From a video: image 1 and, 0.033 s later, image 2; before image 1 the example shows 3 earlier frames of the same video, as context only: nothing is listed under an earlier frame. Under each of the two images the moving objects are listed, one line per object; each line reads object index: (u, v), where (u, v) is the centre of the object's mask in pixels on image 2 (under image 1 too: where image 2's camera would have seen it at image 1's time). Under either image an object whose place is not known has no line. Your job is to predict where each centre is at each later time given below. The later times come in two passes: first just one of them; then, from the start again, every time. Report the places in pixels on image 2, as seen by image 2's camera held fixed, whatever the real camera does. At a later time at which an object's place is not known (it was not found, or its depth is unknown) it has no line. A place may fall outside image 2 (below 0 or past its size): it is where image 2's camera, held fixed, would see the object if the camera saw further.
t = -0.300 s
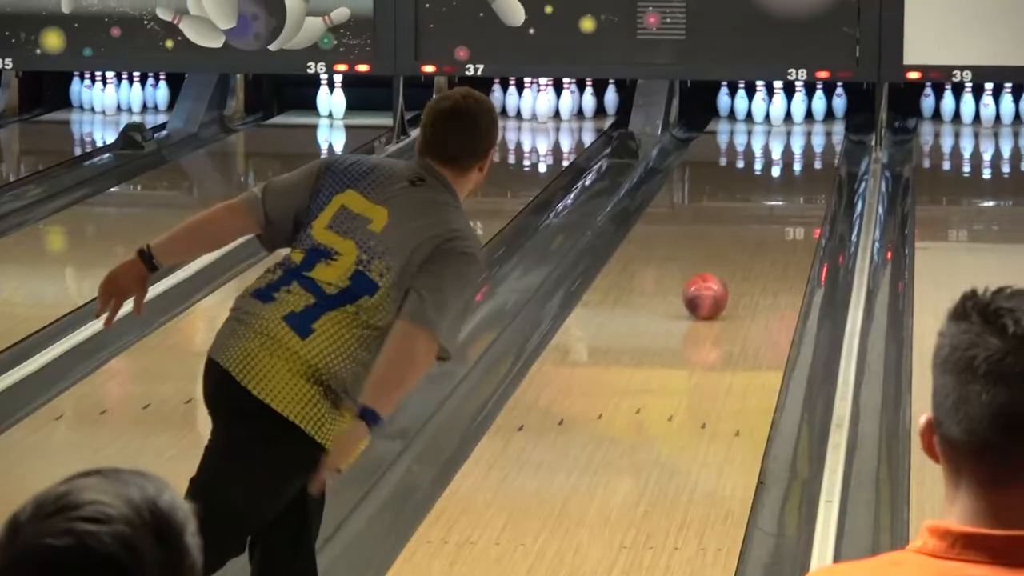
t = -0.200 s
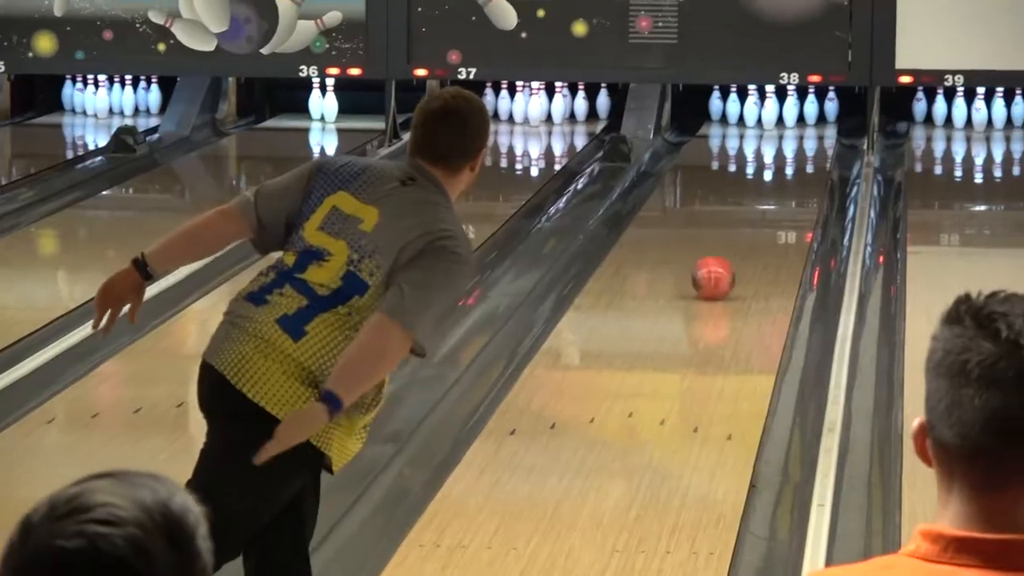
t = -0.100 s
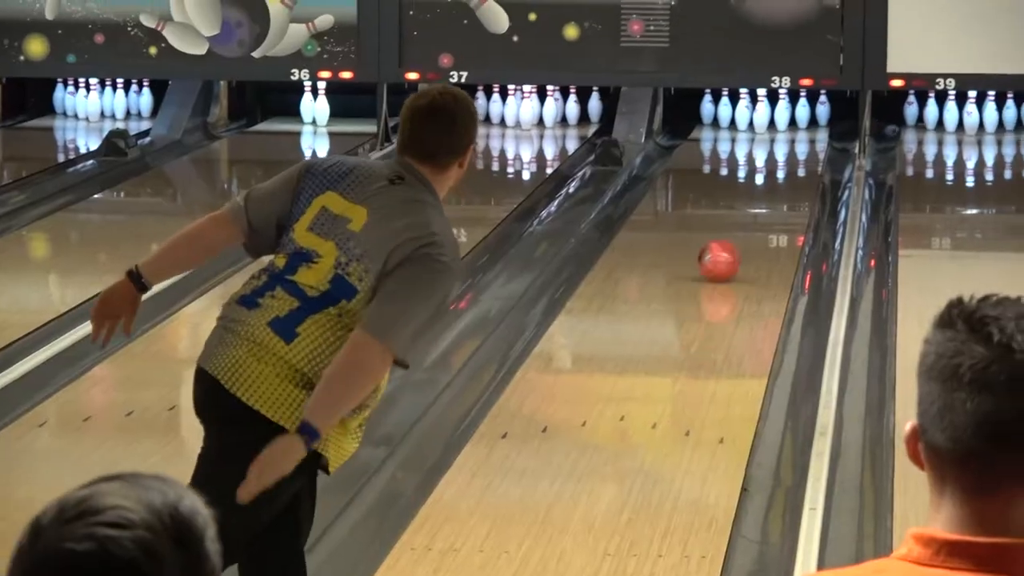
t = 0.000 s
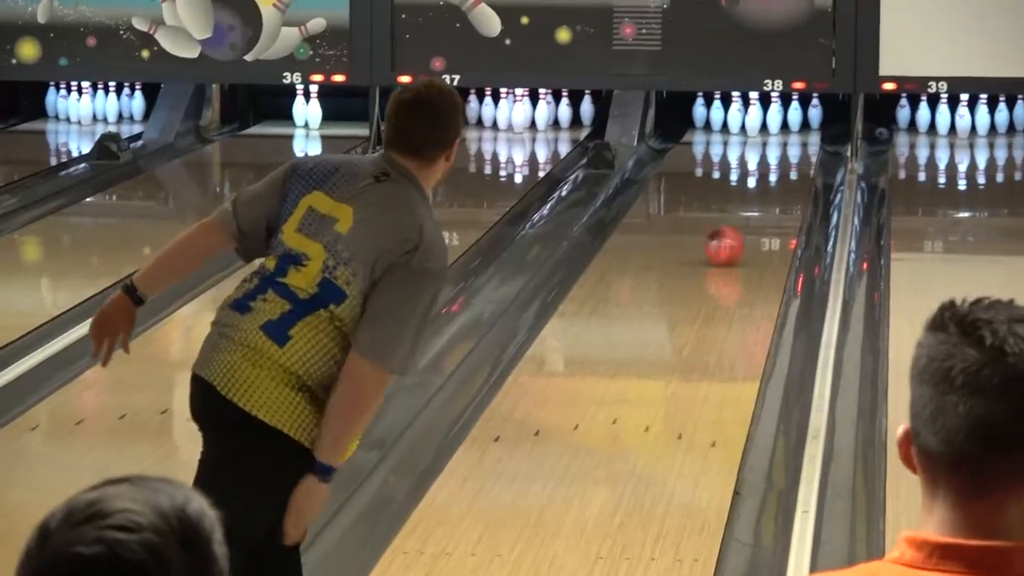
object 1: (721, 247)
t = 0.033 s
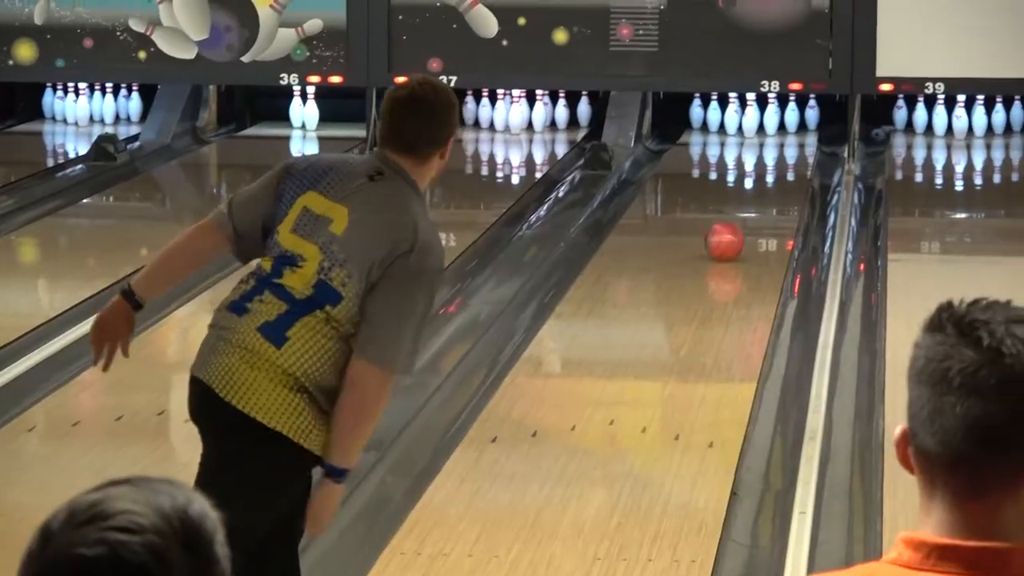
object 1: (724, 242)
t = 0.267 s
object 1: (746, 206)
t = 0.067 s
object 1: (728, 236)
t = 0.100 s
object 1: (731, 230)
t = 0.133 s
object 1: (735, 225)
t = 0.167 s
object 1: (738, 220)
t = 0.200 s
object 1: (740, 215)
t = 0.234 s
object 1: (743, 210)
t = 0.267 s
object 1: (746, 206)
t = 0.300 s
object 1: (748, 201)
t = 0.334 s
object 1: (750, 197)
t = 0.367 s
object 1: (752, 193)
